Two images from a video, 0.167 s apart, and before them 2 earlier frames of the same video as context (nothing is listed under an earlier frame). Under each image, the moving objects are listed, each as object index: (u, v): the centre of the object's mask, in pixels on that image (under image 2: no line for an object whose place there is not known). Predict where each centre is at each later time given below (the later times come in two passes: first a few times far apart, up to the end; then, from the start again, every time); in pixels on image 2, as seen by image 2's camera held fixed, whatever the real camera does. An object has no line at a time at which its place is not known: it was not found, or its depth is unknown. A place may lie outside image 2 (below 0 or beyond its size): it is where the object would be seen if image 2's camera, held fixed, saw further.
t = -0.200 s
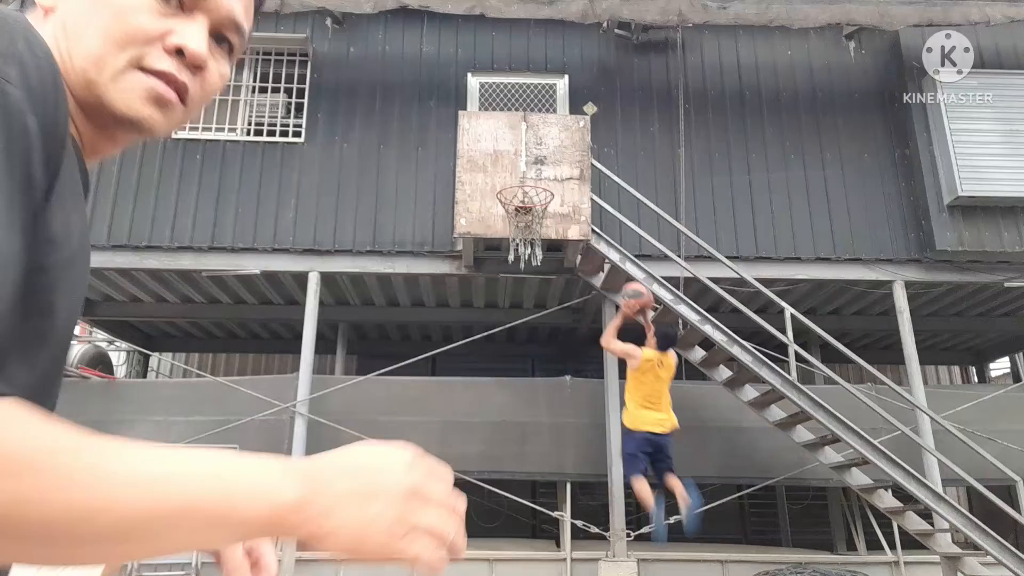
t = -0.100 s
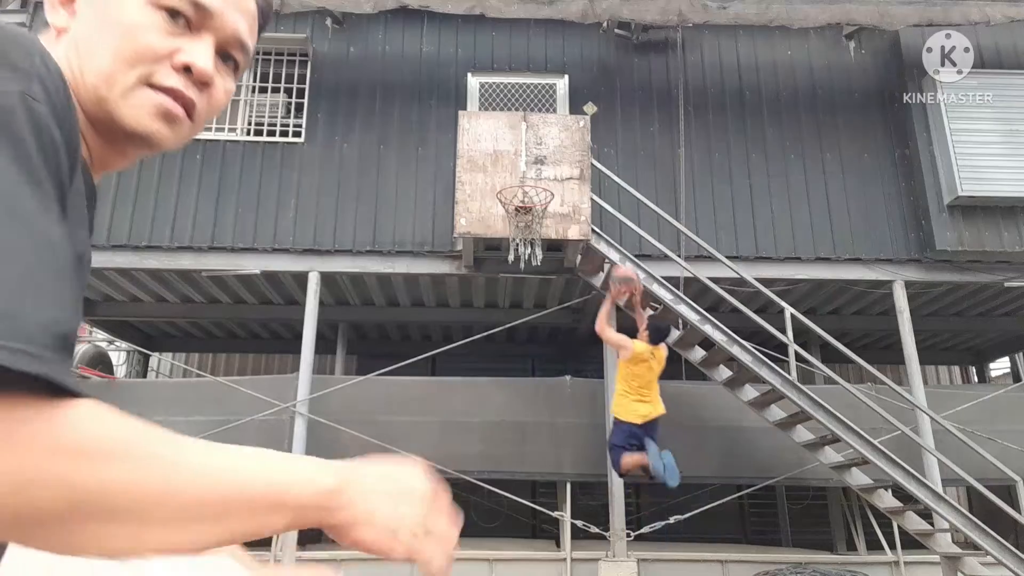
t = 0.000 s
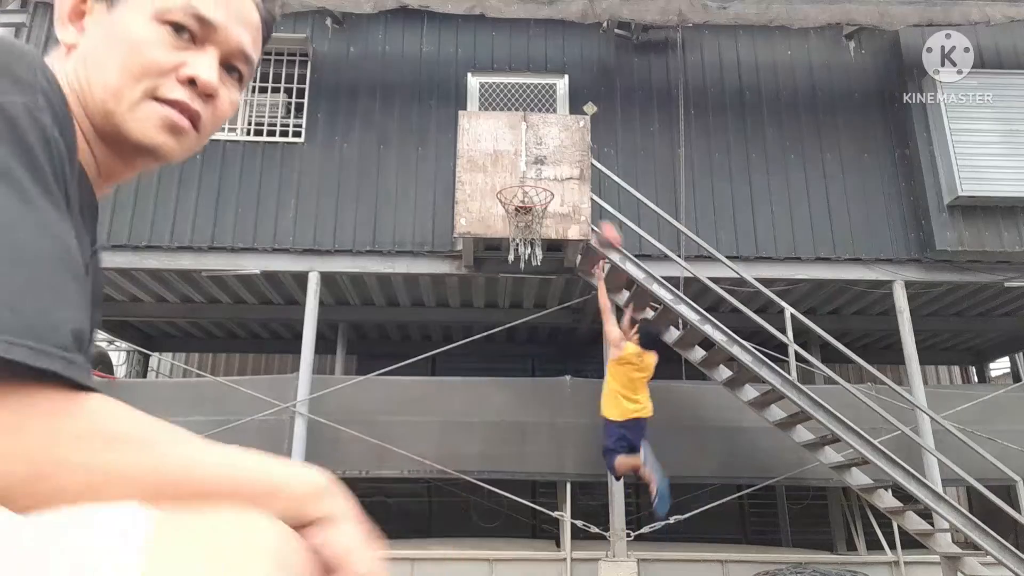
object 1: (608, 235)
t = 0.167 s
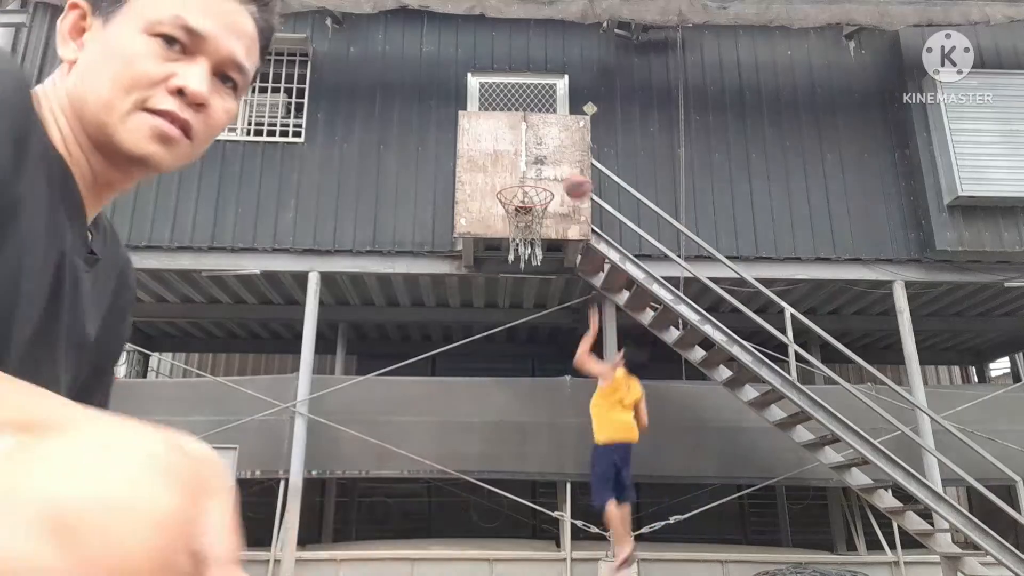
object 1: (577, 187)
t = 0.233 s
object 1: (566, 176)
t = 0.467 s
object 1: (548, 169)
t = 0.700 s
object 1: (525, 209)
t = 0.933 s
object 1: (514, 251)
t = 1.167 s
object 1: (512, 346)
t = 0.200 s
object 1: (571, 180)
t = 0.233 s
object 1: (566, 176)
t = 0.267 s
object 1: (561, 172)
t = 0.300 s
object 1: (557, 169)
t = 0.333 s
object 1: (556, 167)
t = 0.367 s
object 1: (554, 166)
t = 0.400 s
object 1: (551, 166)
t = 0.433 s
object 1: (550, 167)
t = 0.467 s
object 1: (548, 169)
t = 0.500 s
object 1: (546, 175)
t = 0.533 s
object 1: (544, 178)
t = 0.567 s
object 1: (542, 183)
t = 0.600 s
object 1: (540, 191)
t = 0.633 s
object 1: (533, 195)
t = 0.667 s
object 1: (530, 200)
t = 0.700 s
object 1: (525, 209)
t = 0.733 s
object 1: (523, 214)
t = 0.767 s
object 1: (519, 221)
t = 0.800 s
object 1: (517, 228)
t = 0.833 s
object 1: (517, 234)
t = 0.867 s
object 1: (516, 242)
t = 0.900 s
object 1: (515, 245)
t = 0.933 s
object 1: (514, 251)
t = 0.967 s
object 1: (514, 260)
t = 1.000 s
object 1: (514, 272)
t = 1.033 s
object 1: (514, 283)
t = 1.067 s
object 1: (514, 294)
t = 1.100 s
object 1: (513, 308)
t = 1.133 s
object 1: (512, 328)
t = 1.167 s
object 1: (512, 346)
